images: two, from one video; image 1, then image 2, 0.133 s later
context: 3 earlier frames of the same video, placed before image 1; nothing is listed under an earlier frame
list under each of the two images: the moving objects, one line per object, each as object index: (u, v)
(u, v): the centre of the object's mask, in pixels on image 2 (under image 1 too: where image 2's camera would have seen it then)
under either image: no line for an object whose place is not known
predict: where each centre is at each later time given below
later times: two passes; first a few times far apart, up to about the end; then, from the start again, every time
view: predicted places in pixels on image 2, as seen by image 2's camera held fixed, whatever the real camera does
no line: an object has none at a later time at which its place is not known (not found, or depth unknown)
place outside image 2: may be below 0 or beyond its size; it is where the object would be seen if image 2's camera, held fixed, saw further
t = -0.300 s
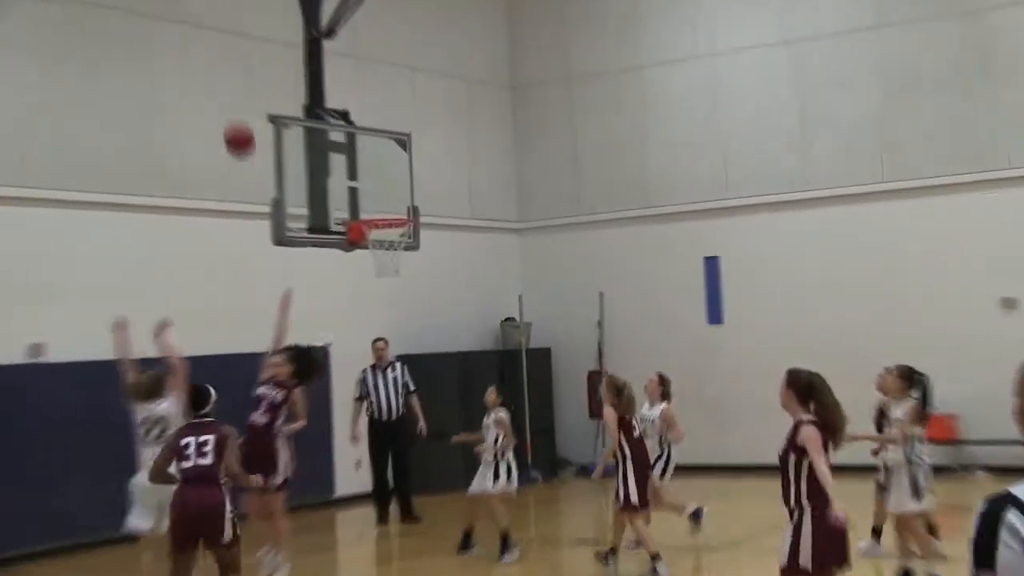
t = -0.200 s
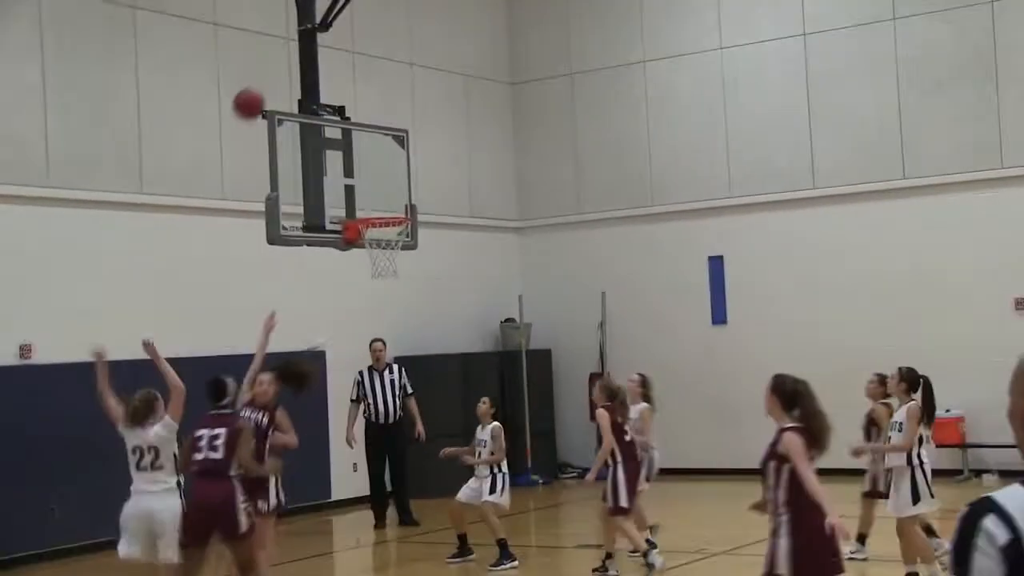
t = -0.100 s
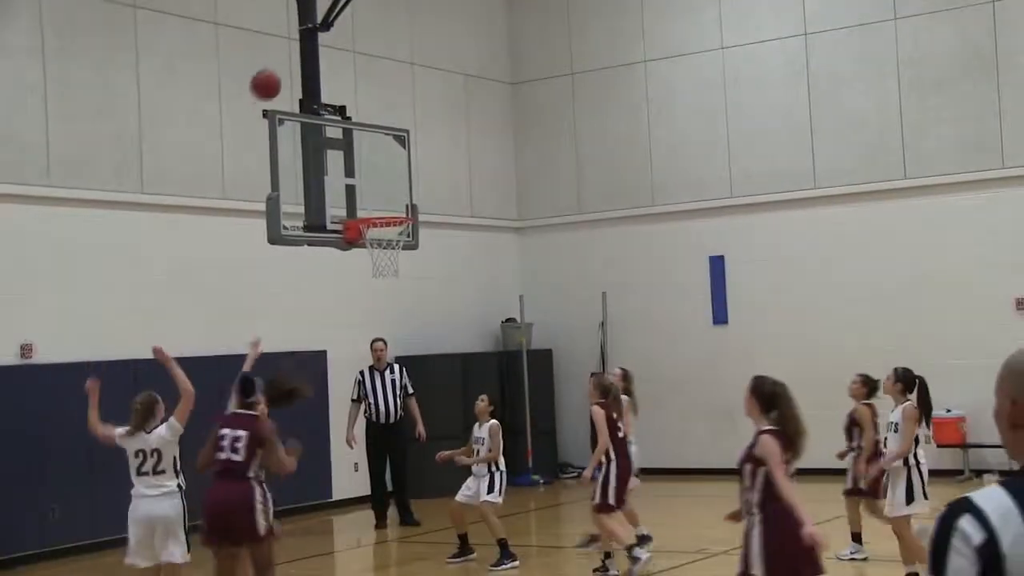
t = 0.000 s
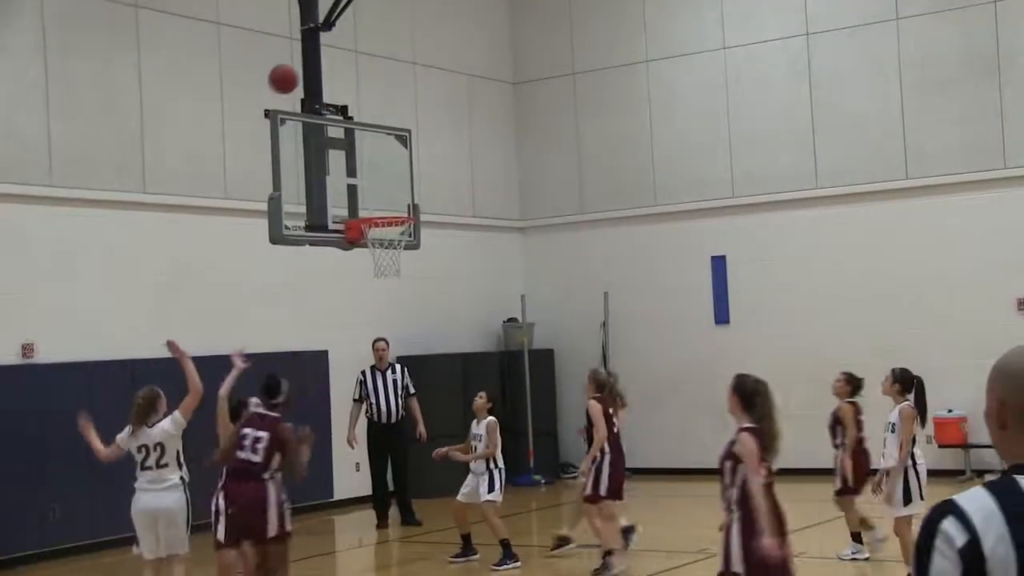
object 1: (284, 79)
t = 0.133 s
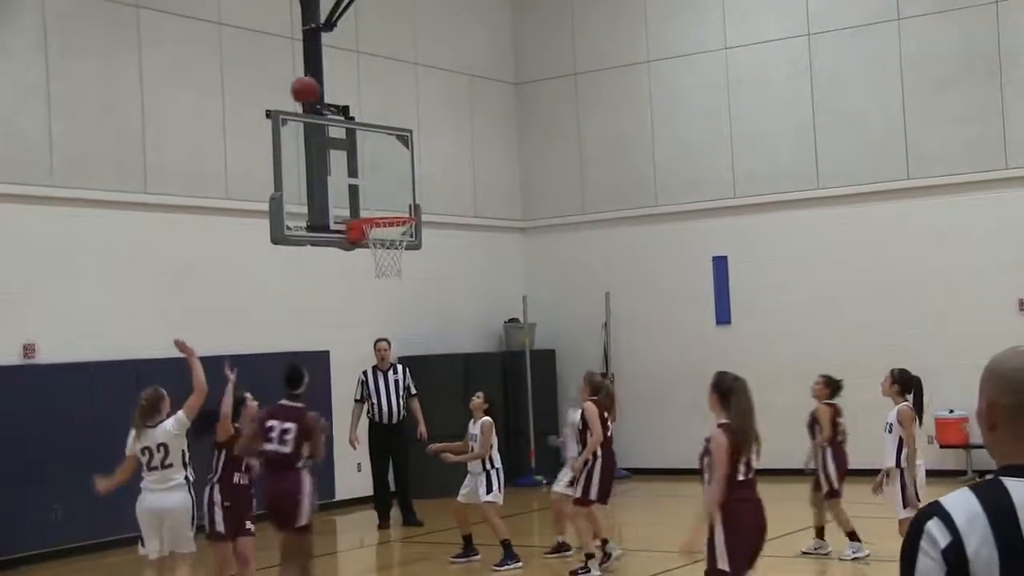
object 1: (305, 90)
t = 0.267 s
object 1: (326, 120)
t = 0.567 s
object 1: (355, 179)
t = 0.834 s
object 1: (377, 163)
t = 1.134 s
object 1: (386, 231)
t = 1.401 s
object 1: (383, 263)
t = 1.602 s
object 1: (398, 320)
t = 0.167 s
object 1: (309, 94)
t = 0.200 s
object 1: (316, 102)
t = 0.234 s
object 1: (320, 111)
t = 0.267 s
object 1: (326, 120)
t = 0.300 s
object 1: (331, 133)
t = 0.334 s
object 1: (335, 145)
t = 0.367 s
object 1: (341, 157)
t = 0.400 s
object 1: (346, 173)
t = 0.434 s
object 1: (351, 188)
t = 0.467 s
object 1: (356, 204)
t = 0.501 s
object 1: (356, 202)
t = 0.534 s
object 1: (354, 189)
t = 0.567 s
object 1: (355, 179)
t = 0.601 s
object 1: (358, 173)
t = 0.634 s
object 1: (361, 168)
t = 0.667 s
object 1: (363, 165)
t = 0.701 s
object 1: (365, 162)
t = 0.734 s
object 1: (368, 160)
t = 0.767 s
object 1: (372, 160)
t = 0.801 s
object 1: (374, 160)
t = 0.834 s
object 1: (377, 163)
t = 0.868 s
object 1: (380, 166)
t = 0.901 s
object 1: (383, 171)
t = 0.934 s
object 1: (386, 177)
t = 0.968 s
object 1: (390, 183)
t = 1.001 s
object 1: (393, 192)
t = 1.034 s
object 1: (396, 201)
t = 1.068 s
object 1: (398, 209)
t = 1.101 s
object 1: (394, 212)
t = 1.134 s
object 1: (386, 231)
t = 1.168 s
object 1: (380, 237)
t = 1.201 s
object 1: (374, 243)
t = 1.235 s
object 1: (372, 243)
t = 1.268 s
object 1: (375, 249)
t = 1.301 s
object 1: (376, 251)
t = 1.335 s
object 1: (378, 253)
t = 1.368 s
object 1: (381, 256)
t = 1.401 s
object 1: (383, 263)
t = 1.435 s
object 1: (385, 270)
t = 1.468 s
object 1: (388, 278)
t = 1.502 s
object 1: (390, 286)
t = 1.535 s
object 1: (393, 297)
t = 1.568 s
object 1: (395, 307)
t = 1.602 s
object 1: (398, 320)
